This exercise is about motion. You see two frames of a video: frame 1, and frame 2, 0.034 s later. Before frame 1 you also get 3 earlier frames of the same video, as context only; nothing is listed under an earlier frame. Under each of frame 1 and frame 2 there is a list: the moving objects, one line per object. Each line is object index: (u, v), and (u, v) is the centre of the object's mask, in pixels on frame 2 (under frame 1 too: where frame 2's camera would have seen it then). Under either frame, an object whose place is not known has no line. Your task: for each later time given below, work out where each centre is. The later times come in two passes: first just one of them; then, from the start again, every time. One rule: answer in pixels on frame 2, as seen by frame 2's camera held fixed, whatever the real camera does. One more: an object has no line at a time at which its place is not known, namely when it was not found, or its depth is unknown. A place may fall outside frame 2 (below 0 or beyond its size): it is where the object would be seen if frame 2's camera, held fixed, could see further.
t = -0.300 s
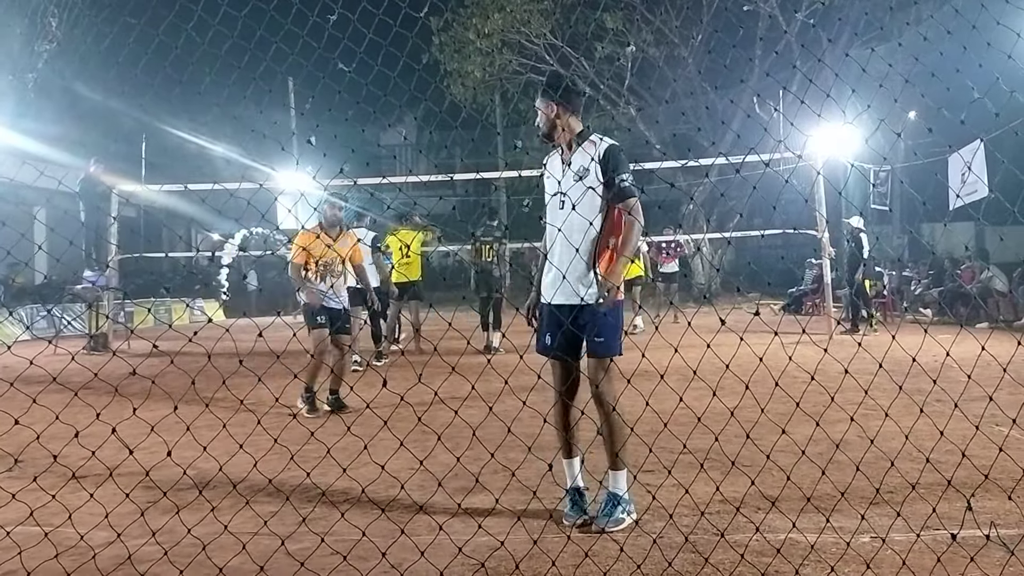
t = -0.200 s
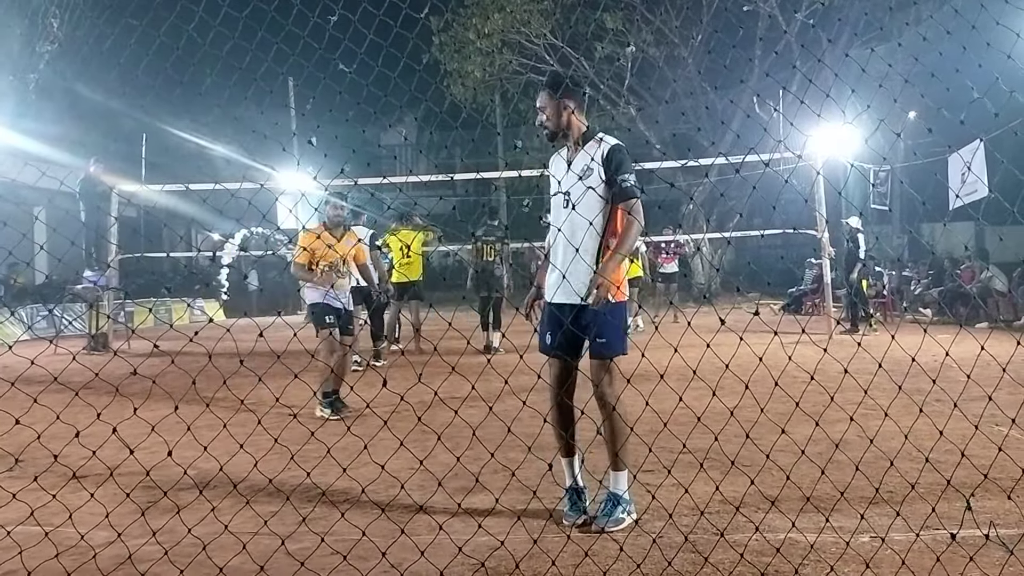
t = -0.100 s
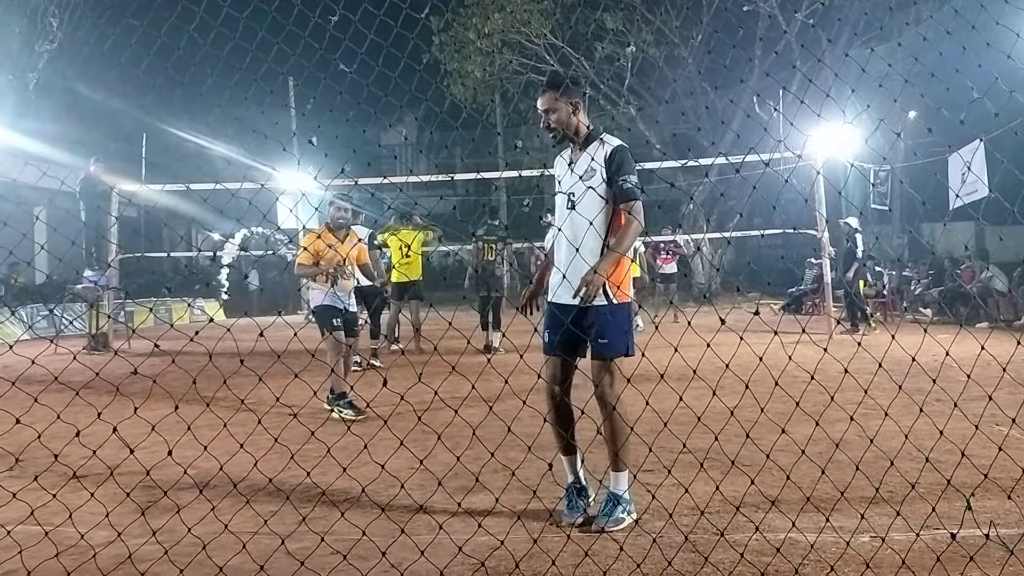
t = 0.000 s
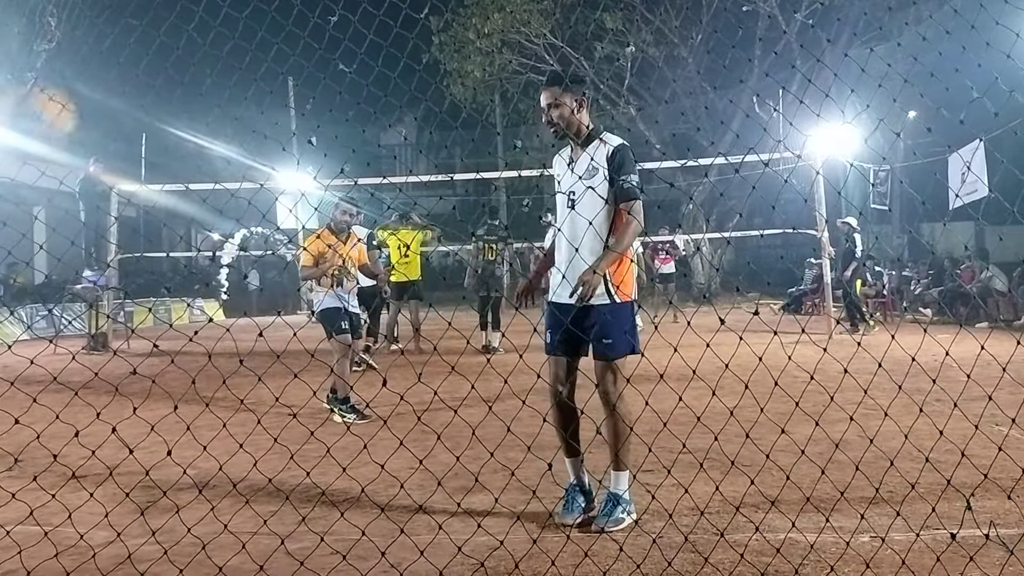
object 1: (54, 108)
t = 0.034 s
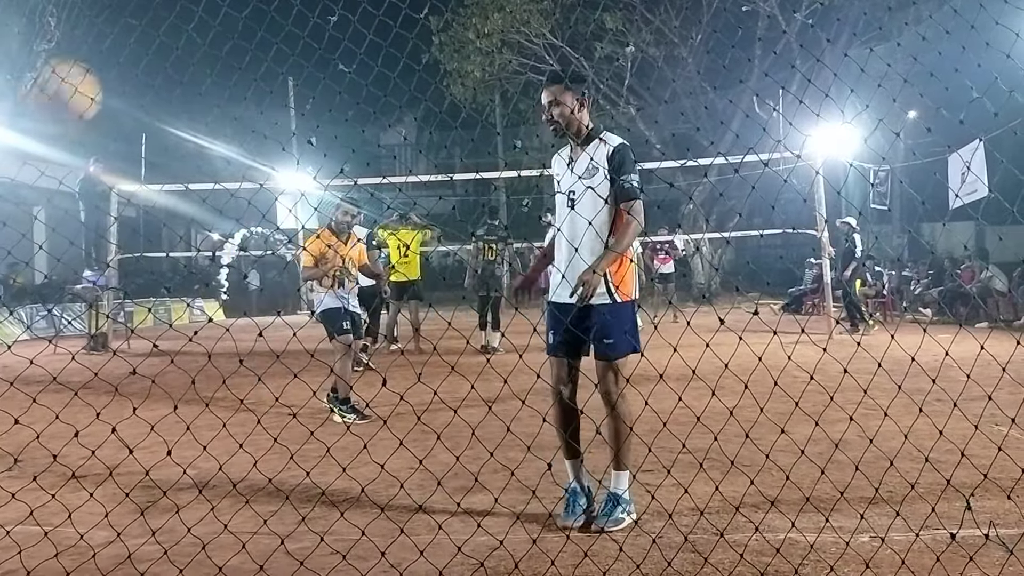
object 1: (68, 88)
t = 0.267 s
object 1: (239, 37)
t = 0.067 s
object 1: (86, 75)
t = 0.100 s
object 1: (113, 61)
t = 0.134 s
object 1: (138, 49)
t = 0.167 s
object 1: (164, 40)
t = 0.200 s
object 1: (189, 35)
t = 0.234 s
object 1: (213, 35)
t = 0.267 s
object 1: (239, 37)
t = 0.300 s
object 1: (263, 43)
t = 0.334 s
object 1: (287, 51)
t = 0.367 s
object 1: (311, 62)
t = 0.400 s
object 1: (334, 78)
